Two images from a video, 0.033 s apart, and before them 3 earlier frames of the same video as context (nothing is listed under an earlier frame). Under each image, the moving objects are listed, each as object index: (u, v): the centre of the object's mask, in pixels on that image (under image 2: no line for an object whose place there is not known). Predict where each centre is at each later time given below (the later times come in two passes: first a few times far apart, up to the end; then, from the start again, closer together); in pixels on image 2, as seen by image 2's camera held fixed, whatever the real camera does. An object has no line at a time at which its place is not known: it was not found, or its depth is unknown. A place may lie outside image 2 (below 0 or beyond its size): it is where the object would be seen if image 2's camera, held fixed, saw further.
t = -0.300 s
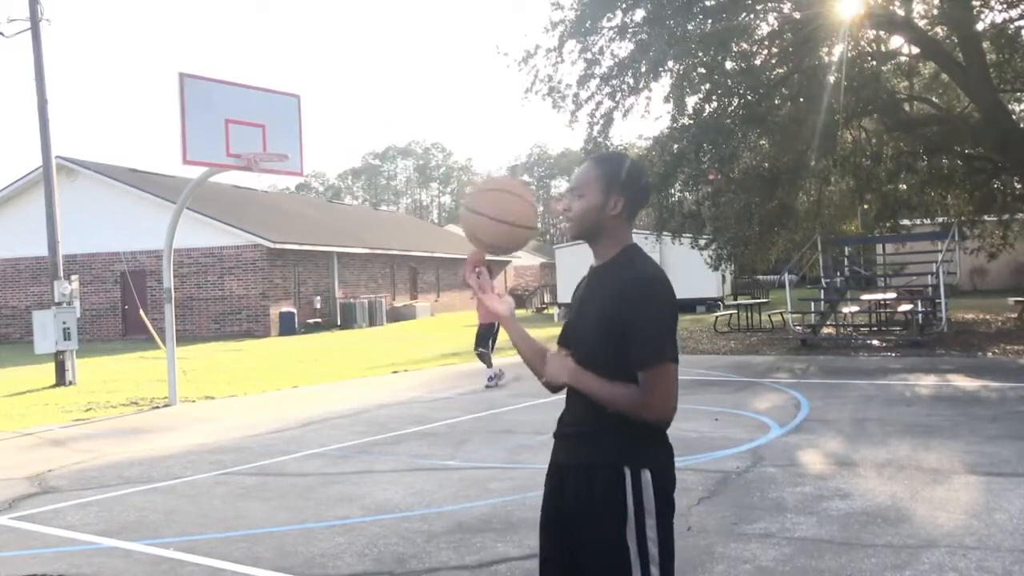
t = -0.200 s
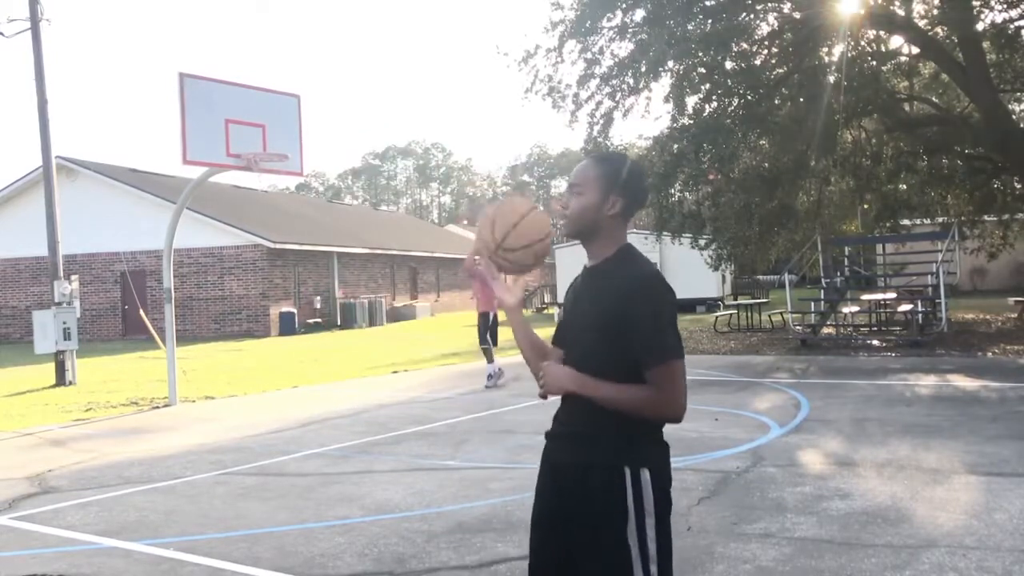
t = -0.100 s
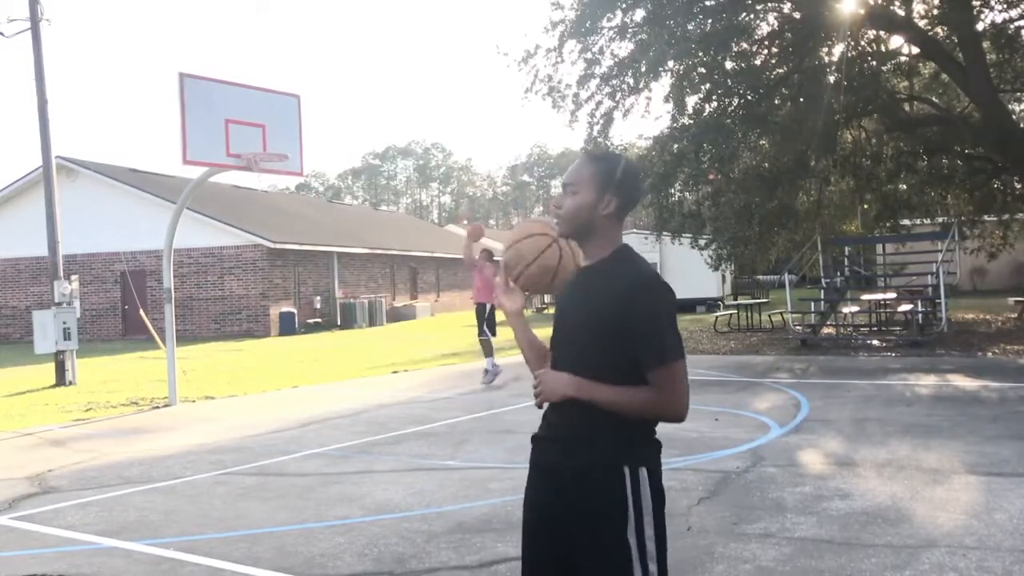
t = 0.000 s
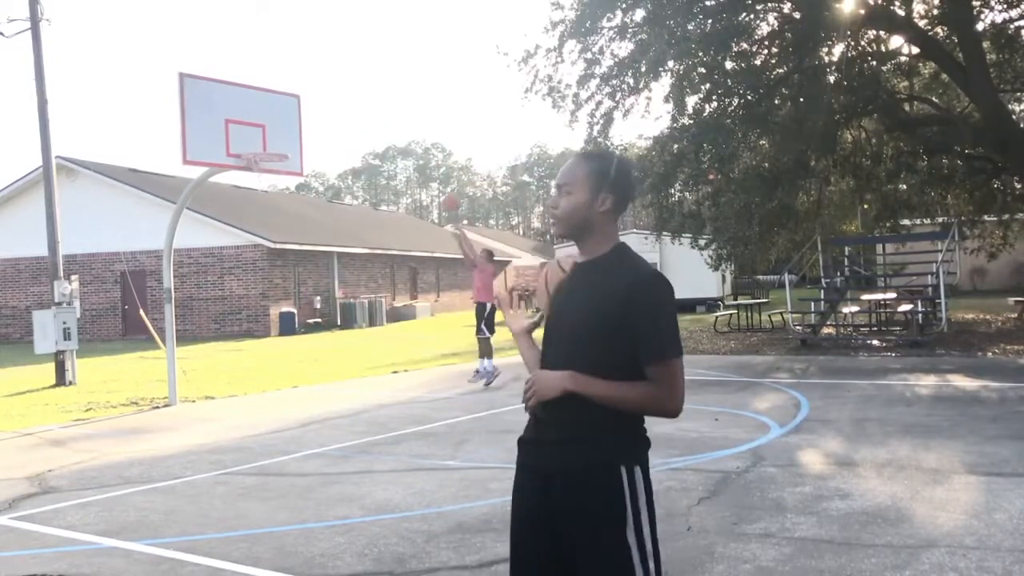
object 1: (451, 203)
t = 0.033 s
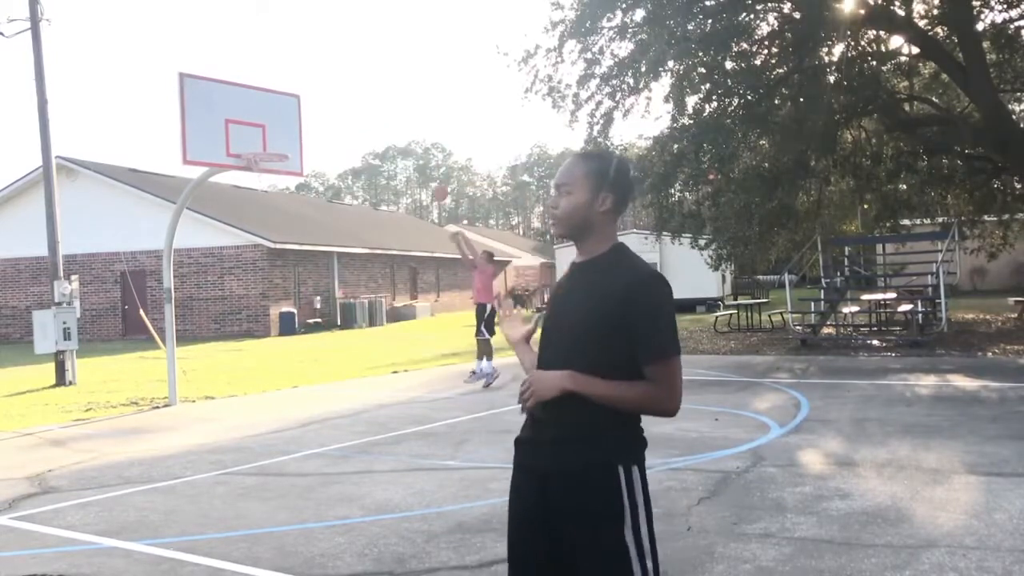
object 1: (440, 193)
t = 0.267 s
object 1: (362, 144)
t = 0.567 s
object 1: (276, 135)
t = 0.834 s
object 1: (277, 178)
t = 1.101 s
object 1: (273, 191)
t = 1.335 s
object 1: (271, 246)
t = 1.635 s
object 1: (266, 377)
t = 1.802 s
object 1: (257, 354)
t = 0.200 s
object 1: (388, 153)
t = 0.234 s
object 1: (374, 148)
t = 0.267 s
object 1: (362, 144)
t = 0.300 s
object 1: (350, 140)
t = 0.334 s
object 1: (339, 137)
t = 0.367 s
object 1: (327, 134)
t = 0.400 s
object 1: (316, 133)
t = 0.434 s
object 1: (304, 132)
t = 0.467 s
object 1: (291, 133)
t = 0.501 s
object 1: (280, 134)
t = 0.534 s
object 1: (278, 134)
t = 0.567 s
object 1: (276, 135)
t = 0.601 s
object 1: (275, 138)
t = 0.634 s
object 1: (273, 141)
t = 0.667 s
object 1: (270, 145)
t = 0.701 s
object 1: (267, 147)
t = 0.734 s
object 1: (264, 157)
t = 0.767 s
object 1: (267, 165)
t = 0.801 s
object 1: (273, 171)
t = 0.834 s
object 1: (277, 178)
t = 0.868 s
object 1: (277, 179)
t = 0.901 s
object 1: (278, 179)
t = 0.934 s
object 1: (277, 180)
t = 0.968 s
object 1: (276, 180)
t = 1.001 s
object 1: (275, 181)
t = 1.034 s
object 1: (274, 182)
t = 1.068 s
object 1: (274, 187)
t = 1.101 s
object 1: (273, 191)
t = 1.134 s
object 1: (273, 195)
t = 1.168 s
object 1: (272, 203)
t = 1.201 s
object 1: (271, 210)
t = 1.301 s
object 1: (270, 235)
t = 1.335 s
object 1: (271, 246)
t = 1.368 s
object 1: (271, 255)
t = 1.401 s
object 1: (269, 268)
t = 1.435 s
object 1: (269, 280)
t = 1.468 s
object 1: (268, 294)
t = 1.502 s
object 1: (267, 310)
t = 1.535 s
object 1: (266, 325)
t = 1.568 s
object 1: (267, 342)
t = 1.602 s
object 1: (266, 359)
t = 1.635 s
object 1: (266, 377)
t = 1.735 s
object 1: (261, 379)
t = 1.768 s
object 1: (259, 366)
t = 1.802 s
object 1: (257, 354)
